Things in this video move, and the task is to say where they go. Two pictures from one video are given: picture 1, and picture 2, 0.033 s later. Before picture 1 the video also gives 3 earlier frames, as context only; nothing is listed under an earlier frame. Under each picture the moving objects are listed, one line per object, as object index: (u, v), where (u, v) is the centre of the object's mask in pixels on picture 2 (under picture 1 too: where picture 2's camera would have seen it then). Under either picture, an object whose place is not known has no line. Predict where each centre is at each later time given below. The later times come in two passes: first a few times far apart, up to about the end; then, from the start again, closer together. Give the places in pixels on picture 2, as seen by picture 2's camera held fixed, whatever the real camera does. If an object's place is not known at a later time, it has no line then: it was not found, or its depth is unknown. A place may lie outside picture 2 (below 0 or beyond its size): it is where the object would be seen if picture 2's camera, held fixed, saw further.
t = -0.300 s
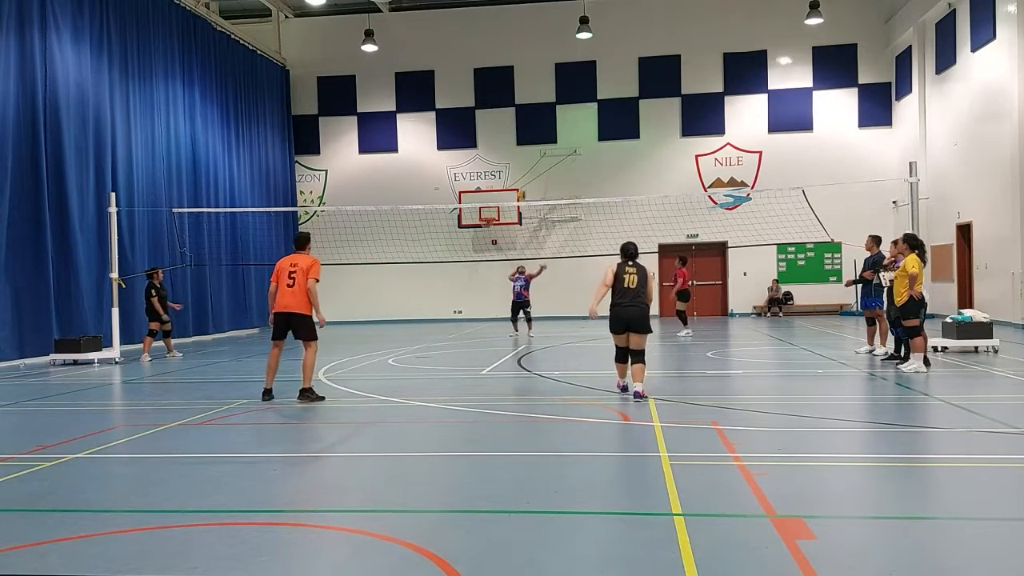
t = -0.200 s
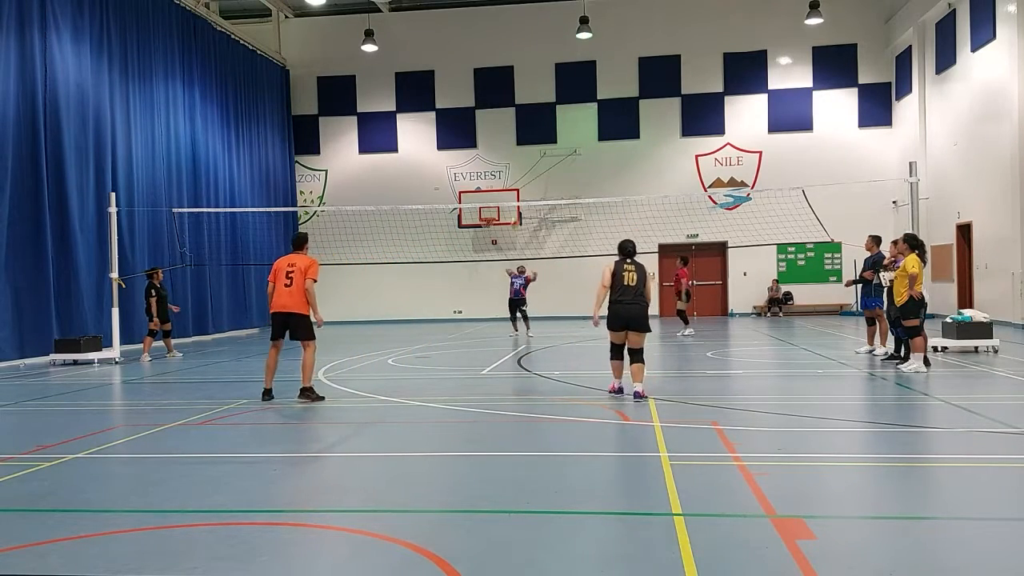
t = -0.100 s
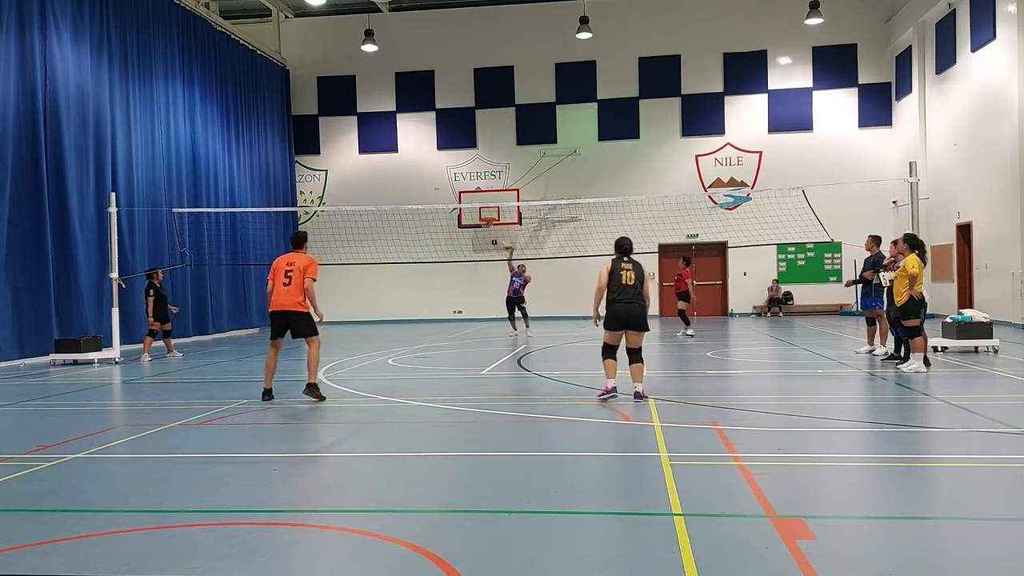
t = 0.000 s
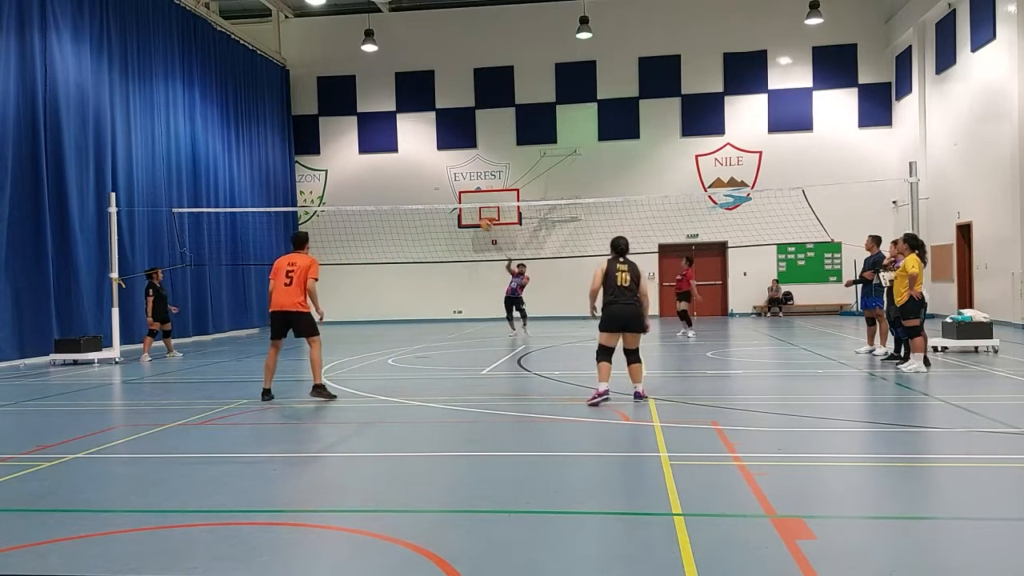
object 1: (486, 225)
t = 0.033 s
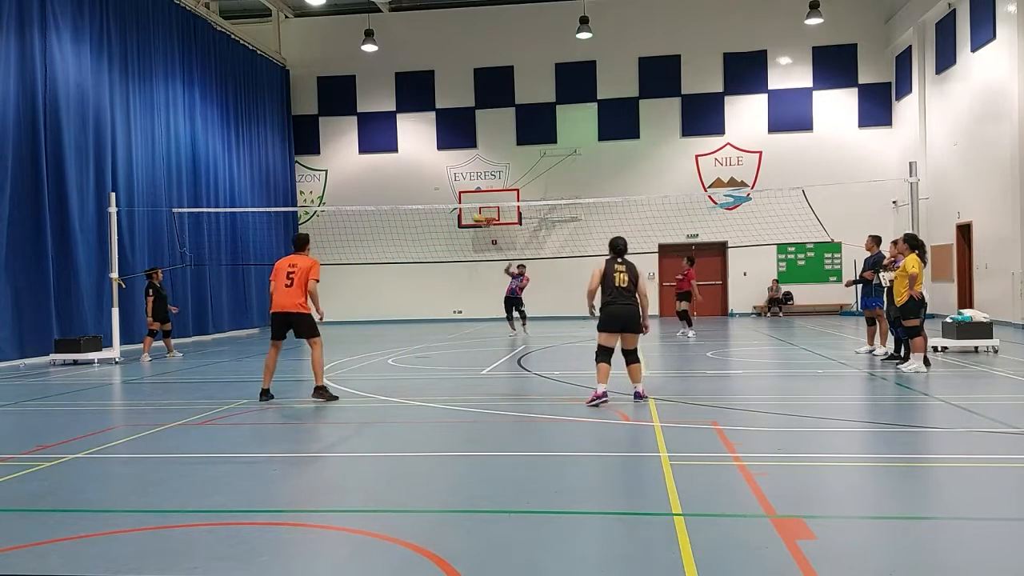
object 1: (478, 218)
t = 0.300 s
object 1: (404, 182)
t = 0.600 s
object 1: (289, 192)
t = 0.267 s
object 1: (414, 185)
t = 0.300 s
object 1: (404, 182)
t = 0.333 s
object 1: (393, 180)
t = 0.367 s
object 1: (382, 179)
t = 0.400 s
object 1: (371, 178)
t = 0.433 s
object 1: (358, 179)
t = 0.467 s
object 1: (346, 179)
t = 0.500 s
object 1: (333, 181)
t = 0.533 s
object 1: (319, 185)
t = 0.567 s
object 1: (304, 187)
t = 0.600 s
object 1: (289, 192)
